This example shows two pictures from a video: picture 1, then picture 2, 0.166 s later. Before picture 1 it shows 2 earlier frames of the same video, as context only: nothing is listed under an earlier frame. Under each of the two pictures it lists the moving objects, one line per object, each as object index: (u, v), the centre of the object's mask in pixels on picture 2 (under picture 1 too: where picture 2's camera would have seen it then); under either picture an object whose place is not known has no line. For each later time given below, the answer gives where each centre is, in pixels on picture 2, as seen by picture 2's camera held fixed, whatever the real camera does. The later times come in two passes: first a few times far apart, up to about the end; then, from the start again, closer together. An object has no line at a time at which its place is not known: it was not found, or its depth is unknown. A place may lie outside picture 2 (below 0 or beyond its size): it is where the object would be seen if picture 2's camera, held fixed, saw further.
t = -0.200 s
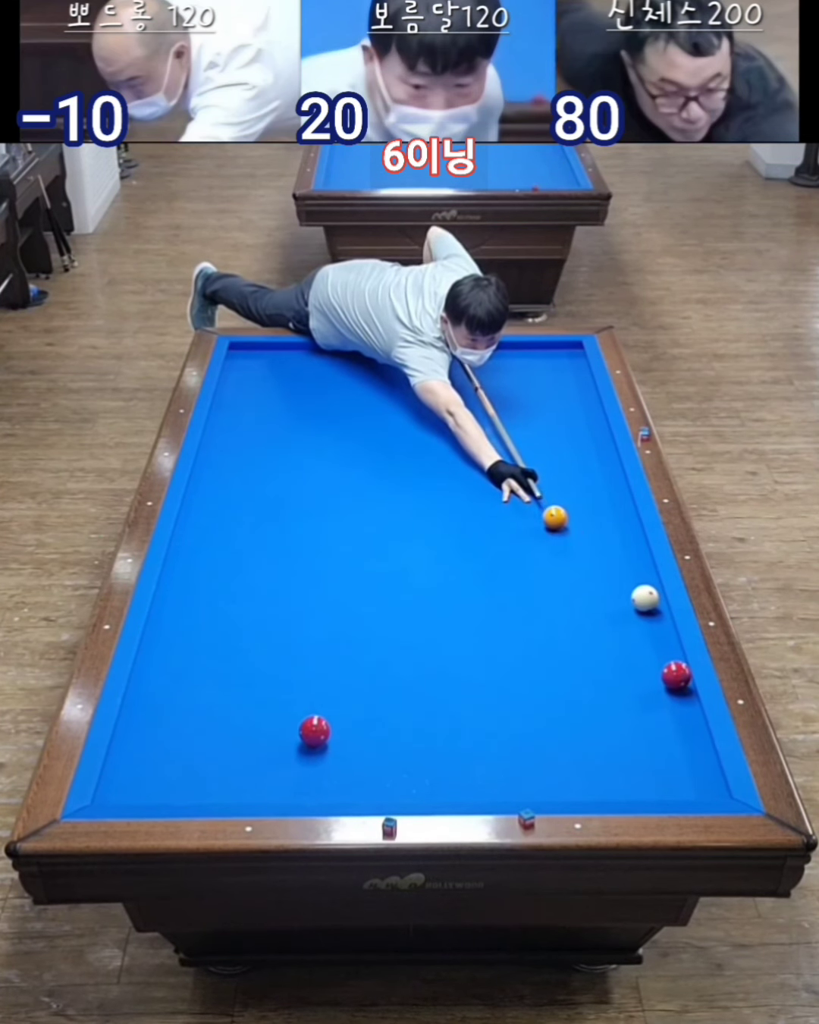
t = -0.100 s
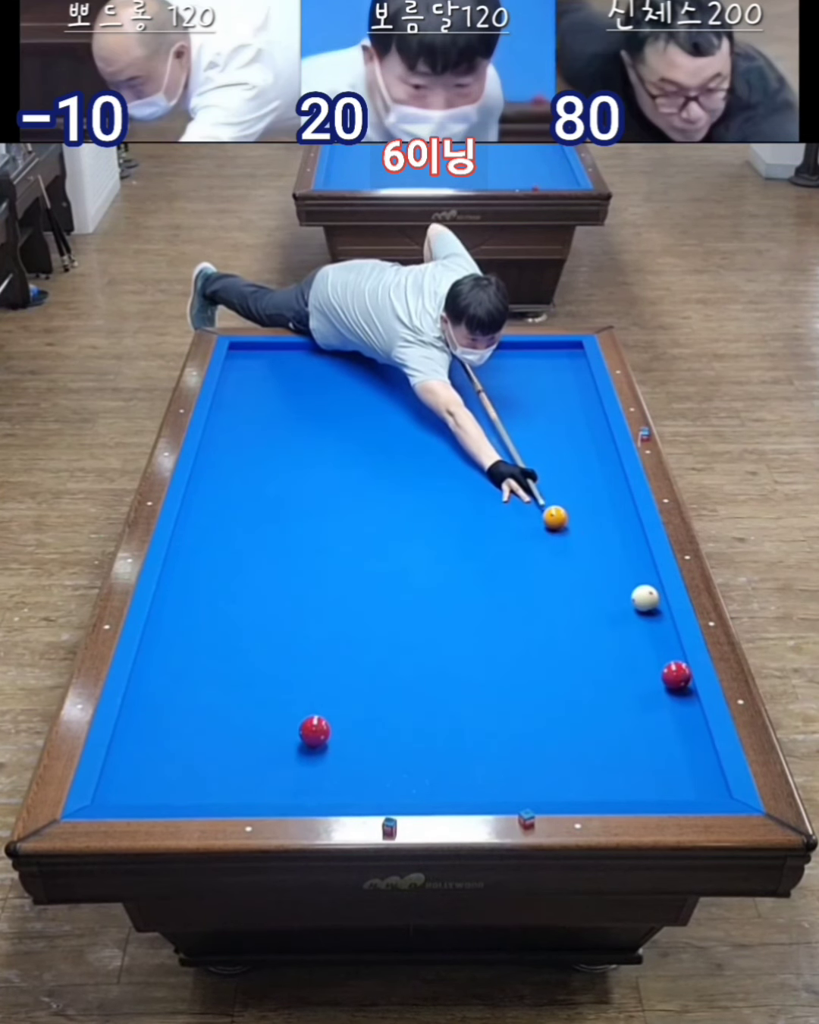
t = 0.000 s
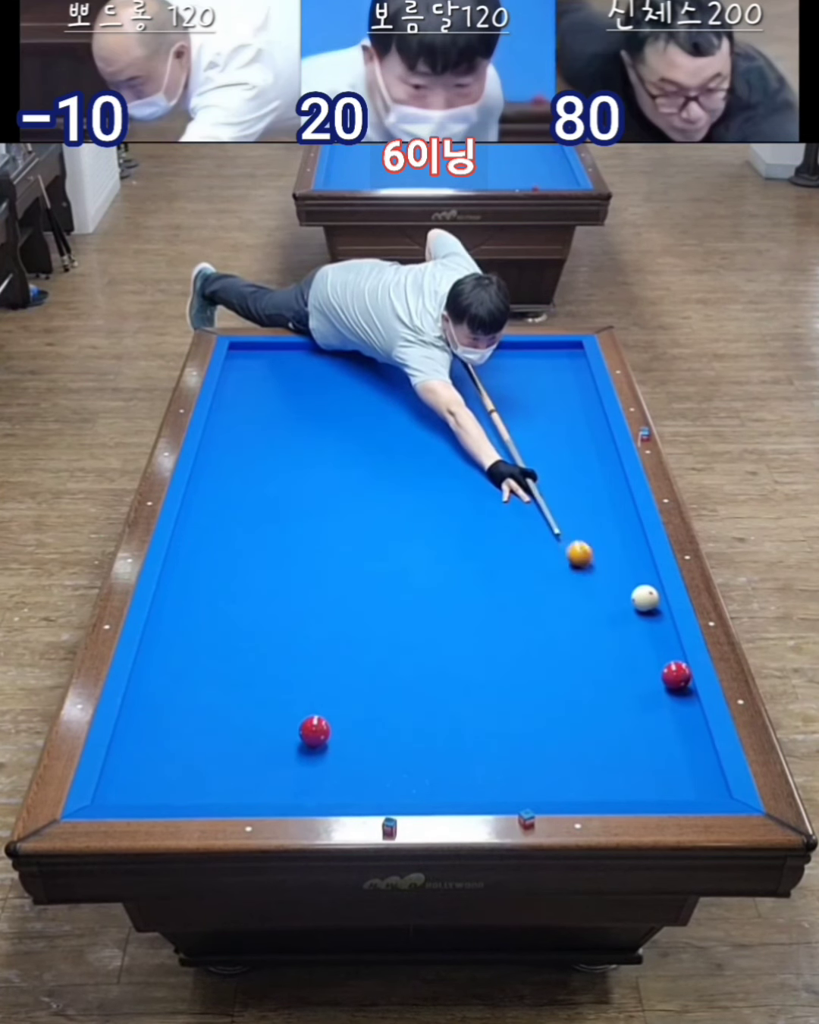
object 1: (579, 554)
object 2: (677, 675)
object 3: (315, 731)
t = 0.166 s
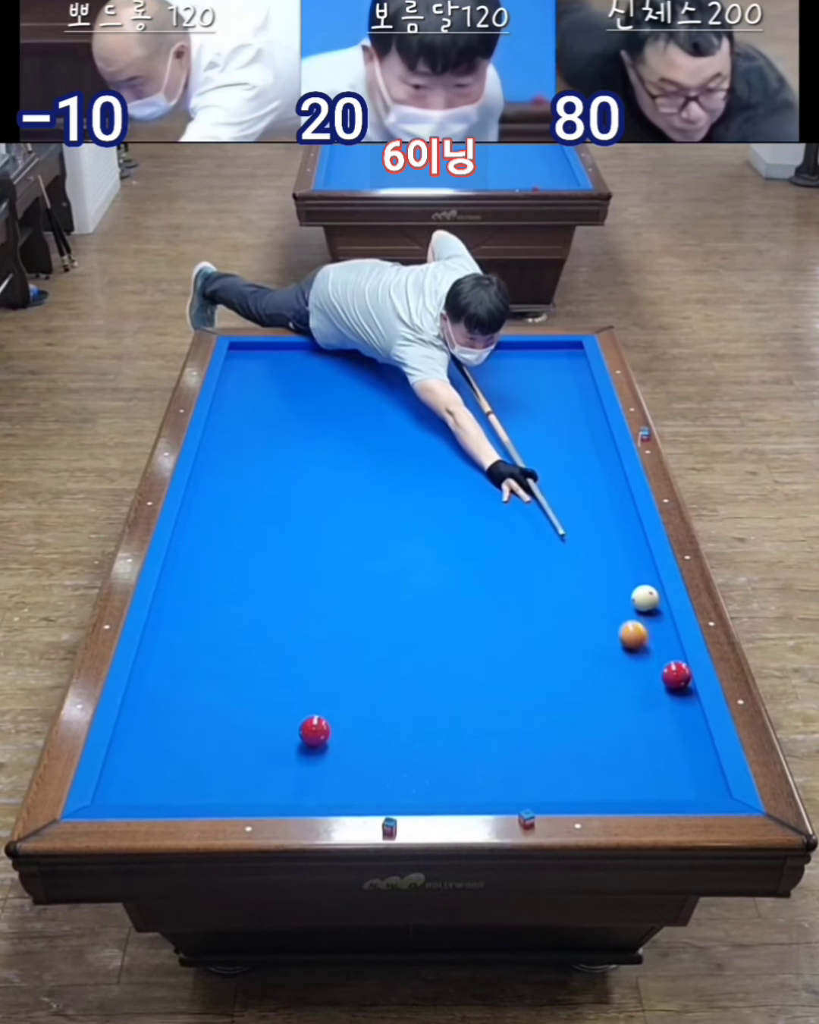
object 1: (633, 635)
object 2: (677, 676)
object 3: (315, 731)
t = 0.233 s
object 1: (649, 666)
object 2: (679, 678)
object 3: (315, 731)
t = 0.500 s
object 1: (568, 714)
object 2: (614, 723)
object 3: (315, 731)
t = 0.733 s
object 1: (496, 757)
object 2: (564, 762)
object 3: (315, 731)
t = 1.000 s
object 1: (404, 785)
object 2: (502, 785)
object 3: (315, 731)
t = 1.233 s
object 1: (318, 764)
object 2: (445, 765)
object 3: (315, 731)
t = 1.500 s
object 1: (227, 740)
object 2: (384, 743)
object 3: (315, 731)
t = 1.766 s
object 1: (140, 718)
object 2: (342, 721)
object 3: (316, 727)
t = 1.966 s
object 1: (175, 695)
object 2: (331, 703)
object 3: (277, 736)
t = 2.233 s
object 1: (226, 667)
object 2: (317, 681)
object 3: (246, 739)
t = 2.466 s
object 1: (267, 644)
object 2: (305, 663)
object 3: (219, 742)
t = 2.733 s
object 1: (310, 620)
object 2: (293, 645)
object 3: (190, 745)
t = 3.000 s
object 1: (351, 598)
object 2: (282, 627)
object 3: (162, 748)
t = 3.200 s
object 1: (379, 582)
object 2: (274, 615)
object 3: (142, 751)
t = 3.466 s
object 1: (415, 563)
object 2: (264, 599)
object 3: (127, 753)
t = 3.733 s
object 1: (448, 545)
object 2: (255, 585)
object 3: (140, 754)
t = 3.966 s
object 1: (475, 529)
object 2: (248, 573)
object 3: (150, 755)
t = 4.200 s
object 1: (500, 515)
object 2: (242, 562)
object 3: (159, 756)
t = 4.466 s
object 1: (527, 500)
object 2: (235, 551)
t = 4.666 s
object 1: (547, 490)
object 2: (230, 542)
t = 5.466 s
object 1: (606, 452)
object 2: (214, 513)
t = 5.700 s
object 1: (594, 446)
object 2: (210, 506)
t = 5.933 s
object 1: (582, 439)
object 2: (206, 499)
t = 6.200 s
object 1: (570, 433)
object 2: (202, 492)
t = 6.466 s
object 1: (558, 426)
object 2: (200, 485)
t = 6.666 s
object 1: (550, 422)
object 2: (203, 481)
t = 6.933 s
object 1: (539, 417)
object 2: (208, 476)
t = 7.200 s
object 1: (530, 412)
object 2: (212, 472)
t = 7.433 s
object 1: (522, 408)
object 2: (216, 469)
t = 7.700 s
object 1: (514, 404)
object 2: (219, 465)
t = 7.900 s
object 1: (508, 401)
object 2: (222, 463)
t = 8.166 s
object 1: (501, 397)
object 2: (224, 461)
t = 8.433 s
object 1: (494, 394)
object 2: (226, 458)
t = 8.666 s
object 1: (489, 392)
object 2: (228, 457)
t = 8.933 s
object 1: (484, 389)
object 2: (230, 456)
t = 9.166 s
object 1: (480, 387)
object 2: (231, 455)
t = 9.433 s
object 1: (476, 385)
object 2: (232, 454)
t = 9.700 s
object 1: (472, 383)
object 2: (233, 454)
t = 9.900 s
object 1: (470, 382)
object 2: (233, 454)
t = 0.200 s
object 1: (644, 652)
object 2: (677, 675)
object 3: (315, 731)
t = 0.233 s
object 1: (649, 666)
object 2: (679, 678)
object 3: (315, 731)
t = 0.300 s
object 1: (629, 679)
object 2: (657, 690)
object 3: (315, 731)
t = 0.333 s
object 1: (618, 685)
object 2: (649, 696)
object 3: (315, 731)
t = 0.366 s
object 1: (607, 691)
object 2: (642, 703)
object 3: (315, 731)
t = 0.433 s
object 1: (588, 702)
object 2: (628, 714)
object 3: (315, 731)
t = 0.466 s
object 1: (578, 709)
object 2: (620, 719)
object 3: (315, 731)
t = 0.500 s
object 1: (568, 714)
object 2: (614, 723)
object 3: (315, 731)
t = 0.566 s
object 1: (548, 726)
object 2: (600, 734)
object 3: (315, 731)
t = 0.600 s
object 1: (538, 732)
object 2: (593, 740)
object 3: (315, 731)
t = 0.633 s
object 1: (528, 738)
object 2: (586, 745)
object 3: (315, 731)
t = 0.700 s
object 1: (507, 750)
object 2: (571, 756)
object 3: (315, 731)
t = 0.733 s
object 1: (496, 757)
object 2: (564, 762)
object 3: (315, 731)
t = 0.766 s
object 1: (486, 763)
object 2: (557, 767)
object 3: (315, 731)
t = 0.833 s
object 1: (464, 776)
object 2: (542, 778)
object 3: (315, 731)
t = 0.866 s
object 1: (453, 782)
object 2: (534, 783)
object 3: (315, 731)
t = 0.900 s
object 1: (441, 787)
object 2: (526, 787)
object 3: (315, 731)
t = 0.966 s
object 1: (417, 788)
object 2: (510, 787)
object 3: (315, 731)
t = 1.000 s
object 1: (404, 785)
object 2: (502, 785)
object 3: (315, 731)
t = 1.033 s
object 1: (392, 782)
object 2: (493, 783)
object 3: (315, 731)
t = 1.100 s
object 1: (367, 776)
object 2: (477, 777)
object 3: (315, 731)
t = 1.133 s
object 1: (355, 773)
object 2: (469, 774)
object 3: (315, 731)
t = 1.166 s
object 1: (343, 770)
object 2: (461, 771)
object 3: (315, 731)
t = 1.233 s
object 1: (318, 764)
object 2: (445, 765)
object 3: (315, 731)
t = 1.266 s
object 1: (307, 761)
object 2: (437, 762)
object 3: (315, 731)
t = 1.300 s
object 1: (295, 758)
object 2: (429, 760)
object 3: (315, 731)
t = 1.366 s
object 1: (272, 752)
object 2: (414, 754)
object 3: (315, 731)
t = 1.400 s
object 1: (260, 749)
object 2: (406, 751)
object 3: (315, 731)
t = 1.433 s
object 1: (249, 746)
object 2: (399, 748)
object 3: (315, 731)
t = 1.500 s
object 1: (227, 740)
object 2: (384, 743)
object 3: (315, 731)
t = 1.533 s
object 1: (215, 737)
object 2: (377, 741)
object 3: (315, 731)
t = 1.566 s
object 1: (205, 734)
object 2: (370, 738)
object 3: (315, 731)
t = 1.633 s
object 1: (183, 729)
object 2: (355, 733)
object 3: (320, 731)
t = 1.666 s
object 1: (172, 726)
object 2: (348, 730)
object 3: (315, 731)
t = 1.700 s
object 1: (161, 723)
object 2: (346, 727)
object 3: (311, 732)
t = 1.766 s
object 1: (140, 718)
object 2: (342, 721)
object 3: (316, 727)
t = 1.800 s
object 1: (136, 714)
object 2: (340, 717)
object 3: (297, 733)
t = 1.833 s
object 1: (146, 710)
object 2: (338, 715)
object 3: (293, 734)
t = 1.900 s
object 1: (162, 702)
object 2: (334, 708)
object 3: (285, 735)
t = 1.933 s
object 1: (169, 699)
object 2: (332, 705)
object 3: (281, 735)
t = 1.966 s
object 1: (175, 695)
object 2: (331, 703)
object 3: (277, 736)
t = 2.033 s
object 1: (188, 688)
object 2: (327, 697)
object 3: (269, 736)
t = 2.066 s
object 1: (195, 684)
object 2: (325, 694)
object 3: (265, 737)
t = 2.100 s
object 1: (201, 681)
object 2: (323, 692)
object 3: (261, 738)
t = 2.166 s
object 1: (214, 674)
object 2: (320, 686)
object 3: (253, 738)
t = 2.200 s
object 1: (220, 671)
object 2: (318, 683)
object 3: (249, 739)
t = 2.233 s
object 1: (226, 667)
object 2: (317, 681)
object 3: (246, 739)
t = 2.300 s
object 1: (238, 660)
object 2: (313, 676)
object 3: (238, 740)
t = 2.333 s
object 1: (244, 657)
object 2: (312, 673)
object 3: (234, 740)
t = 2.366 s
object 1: (250, 654)
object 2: (310, 670)
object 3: (230, 741)
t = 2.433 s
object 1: (261, 647)
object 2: (307, 665)
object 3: (223, 742)
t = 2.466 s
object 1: (267, 644)
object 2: (305, 663)
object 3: (219, 742)
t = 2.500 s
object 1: (273, 641)
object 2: (304, 661)
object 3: (215, 742)
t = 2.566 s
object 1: (283, 634)
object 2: (301, 655)
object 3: (208, 743)
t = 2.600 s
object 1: (288, 629)
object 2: (299, 653)
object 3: (205, 744)
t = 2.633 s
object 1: (294, 626)
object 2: (297, 651)
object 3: (201, 744)
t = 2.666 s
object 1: (300, 624)
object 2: (296, 649)
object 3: (197, 744)
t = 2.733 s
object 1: (310, 620)
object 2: (293, 645)
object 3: (190, 745)
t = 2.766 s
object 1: (316, 617)
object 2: (292, 642)
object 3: (186, 746)
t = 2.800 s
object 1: (321, 614)
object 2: (290, 640)
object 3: (183, 746)
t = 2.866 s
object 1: (331, 608)
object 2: (287, 635)
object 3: (175, 747)
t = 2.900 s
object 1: (336, 606)
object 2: (286, 633)
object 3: (172, 748)
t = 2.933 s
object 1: (341, 603)
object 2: (284, 631)
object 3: (169, 748)
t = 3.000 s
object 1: (351, 598)
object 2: (282, 627)
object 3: (162, 748)
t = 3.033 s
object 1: (356, 595)
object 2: (281, 625)
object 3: (159, 749)
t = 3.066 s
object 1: (360, 592)
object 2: (279, 623)
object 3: (155, 749)
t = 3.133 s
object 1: (370, 588)
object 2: (277, 618)
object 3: (149, 750)
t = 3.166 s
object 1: (374, 585)
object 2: (275, 617)
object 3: (145, 750)
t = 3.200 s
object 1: (379, 582)
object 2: (274, 615)
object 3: (142, 751)
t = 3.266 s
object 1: (388, 577)
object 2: (271, 610)
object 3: (136, 751)
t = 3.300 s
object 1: (393, 574)
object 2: (270, 608)
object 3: (132, 752)
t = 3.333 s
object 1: (397, 572)
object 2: (269, 607)
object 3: (129, 752)
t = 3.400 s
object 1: (406, 567)
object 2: (267, 603)
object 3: (123, 753)
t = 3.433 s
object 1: (410, 565)
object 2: (266, 601)
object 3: (125, 753)
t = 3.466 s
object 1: (415, 563)
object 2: (264, 599)
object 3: (127, 753)
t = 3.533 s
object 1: (423, 558)
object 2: (262, 595)
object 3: (130, 753)
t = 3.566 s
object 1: (427, 556)
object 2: (261, 594)
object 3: (132, 753)
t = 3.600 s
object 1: (432, 553)
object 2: (260, 592)
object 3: (134, 753)
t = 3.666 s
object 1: (440, 549)
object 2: (258, 588)
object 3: (137, 754)
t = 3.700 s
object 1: (444, 547)
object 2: (257, 587)
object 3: (138, 754)
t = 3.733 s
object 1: (448, 545)
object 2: (255, 585)
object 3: (140, 754)
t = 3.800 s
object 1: (456, 540)
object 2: (253, 582)
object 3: (143, 755)
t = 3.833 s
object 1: (460, 538)
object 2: (252, 580)
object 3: (144, 755)
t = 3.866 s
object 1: (464, 536)
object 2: (251, 578)
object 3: (146, 755)
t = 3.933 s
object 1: (471, 531)
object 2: (249, 575)
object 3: (148, 755)
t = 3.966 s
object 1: (475, 529)
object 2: (248, 573)
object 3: (150, 755)
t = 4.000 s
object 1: (479, 527)
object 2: (247, 571)
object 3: (151, 755)
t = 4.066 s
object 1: (486, 523)
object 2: (246, 569)
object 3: (154, 756)
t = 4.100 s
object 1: (490, 521)
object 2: (245, 567)
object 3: (155, 756)
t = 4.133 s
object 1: (493, 519)
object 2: (244, 565)
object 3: (156, 756)
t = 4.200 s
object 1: (500, 515)
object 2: (242, 562)
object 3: (159, 756)
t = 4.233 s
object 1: (504, 513)
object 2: (241, 561)
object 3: (160, 756)
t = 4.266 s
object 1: (507, 511)
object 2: (240, 559)
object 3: (161, 756)
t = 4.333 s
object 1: (514, 508)
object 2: (238, 556)
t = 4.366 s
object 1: (518, 506)
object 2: (237, 555)
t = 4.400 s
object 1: (521, 504)
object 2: (237, 553)
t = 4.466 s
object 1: (527, 500)
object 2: (235, 551)
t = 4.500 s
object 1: (531, 498)
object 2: (234, 549)
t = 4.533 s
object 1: (534, 497)
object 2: (233, 548)
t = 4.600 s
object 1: (540, 493)
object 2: (231, 545)
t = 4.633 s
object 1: (544, 491)
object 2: (231, 544)
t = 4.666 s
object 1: (547, 490)
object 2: (230, 542)
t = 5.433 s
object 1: (608, 453)
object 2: (214, 514)
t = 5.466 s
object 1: (606, 452)
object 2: (214, 513)
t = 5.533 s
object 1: (603, 450)
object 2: (212, 511)
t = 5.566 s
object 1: (601, 449)
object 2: (212, 510)
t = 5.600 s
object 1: (599, 448)
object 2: (211, 509)
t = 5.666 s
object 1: (596, 447)
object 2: (210, 507)
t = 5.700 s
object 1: (594, 446)
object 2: (210, 506)
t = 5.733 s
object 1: (592, 445)
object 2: (209, 505)
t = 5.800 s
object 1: (589, 443)
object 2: (208, 503)
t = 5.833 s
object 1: (588, 442)
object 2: (207, 502)
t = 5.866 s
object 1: (586, 441)
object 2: (207, 501)
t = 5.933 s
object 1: (582, 439)
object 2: (206, 499)
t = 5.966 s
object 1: (580, 439)
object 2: (205, 498)
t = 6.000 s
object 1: (579, 438)
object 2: (205, 497)
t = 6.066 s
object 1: (575, 436)
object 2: (204, 495)
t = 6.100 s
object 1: (574, 435)
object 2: (204, 494)
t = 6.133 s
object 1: (573, 434)
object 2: (203, 493)
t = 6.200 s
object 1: (570, 433)
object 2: (202, 492)
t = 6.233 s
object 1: (568, 432)
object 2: (202, 491)
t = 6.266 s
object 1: (566, 431)
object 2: (201, 490)
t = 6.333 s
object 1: (564, 430)
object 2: (200, 488)
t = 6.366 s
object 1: (562, 429)
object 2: (200, 487)
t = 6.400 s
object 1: (560, 428)
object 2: (199, 486)
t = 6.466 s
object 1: (558, 426)
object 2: (200, 485)
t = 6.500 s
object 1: (557, 426)
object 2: (200, 484)
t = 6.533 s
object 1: (555, 425)
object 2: (201, 484)
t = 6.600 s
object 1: (552, 423)
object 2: (202, 482)
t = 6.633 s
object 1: (551, 423)
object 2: (203, 482)
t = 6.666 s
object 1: (550, 422)
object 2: (203, 481)
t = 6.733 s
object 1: (547, 421)
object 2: (204, 480)
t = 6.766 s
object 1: (545, 420)
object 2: (205, 479)
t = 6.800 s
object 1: (544, 419)
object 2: (206, 479)
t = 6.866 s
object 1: (542, 418)
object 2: (207, 478)
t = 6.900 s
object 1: (540, 418)
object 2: (207, 477)
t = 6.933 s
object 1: (539, 417)
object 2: (208, 476)
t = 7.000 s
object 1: (537, 416)
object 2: (209, 475)
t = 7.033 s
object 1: (535, 415)
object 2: (209, 475)
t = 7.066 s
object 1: (534, 414)
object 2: (210, 474)
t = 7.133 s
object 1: (532, 413)
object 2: (211, 473)
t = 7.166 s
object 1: (531, 413)
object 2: (211, 473)
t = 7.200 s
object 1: (530, 412)
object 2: (212, 472)
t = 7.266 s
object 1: (527, 411)
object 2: (213, 471)
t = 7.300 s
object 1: (526, 410)
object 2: (213, 471)
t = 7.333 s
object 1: (525, 410)
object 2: (214, 470)
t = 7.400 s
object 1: (523, 409)
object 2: (215, 469)
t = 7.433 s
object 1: (522, 408)
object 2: (216, 469)
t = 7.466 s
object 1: (521, 407)
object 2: (216, 468)
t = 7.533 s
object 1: (519, 406)
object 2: (217, 468)
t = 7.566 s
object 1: (518, 406)
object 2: (217, 467)
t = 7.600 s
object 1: (517, 405)
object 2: (218, 467)
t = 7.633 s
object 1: (516, 405)
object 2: (218, 466)
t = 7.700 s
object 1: (514, 404)
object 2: (219, 465)
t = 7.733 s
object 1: (513, 403)
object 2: (219, 465)
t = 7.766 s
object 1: (512, 403)
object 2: (220, 465)
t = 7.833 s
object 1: (510, 402)
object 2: (221, 464)
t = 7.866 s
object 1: (509, 401)
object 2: (221, 464)
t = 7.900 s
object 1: (508, 401)
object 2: (222, 463)
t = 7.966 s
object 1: (506, 400)
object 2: (222, 463)
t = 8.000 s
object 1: (506, 399)
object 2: (223, 462)
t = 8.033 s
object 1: (504, 399)
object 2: (223, 462)
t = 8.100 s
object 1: (503, 398)
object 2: (224, 461)
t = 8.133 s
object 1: (502, 398)
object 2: (224, 461)
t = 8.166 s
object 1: (501, 397)
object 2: (224, 461)
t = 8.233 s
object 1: (499, 397)
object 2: (225, 460)
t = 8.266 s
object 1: (498, 396)
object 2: (225, 460)
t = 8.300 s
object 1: (498, 396)
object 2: (226, 460)
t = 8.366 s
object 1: (496, 395)
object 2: (226, 459)
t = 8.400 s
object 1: (495, 394)
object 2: (226, 459)
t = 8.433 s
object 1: (494, 394)
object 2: (226, 458)
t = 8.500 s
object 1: (493, 393)
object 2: (227, 458)
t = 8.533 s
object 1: (492, 393)
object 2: (227, 458)
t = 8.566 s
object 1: (491, 393)
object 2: (227, 458)
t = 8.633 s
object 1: (490, 392)
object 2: (228, 457)
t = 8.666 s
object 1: (489, 392)
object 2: (228, 457)
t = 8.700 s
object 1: (488, 391)
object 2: (228, 457)
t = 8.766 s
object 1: (487, 390)
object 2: (229, 456)
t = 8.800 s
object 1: (487, 390)
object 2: (229, 456)
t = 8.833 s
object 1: (486, 390)
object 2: (229, 456)
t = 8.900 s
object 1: (485, 389)
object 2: (230, 456)
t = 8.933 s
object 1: (484, 389)
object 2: (230, 456)
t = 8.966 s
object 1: (483, 389)
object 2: (230, 455)
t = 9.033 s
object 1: (482, 388)
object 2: (230, 455)
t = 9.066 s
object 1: (482, 388)
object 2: (231, 455)
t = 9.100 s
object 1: (481, 387)
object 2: (231, 455)
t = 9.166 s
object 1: (480, 387)
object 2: (231, 455)
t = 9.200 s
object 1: (479, 386)
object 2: (231, 455)
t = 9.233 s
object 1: (479, 386)
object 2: (231, 455)
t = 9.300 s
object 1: (478, 386)
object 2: (232, 454)
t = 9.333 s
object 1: (477, 386)
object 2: (232, 454)
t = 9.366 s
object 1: (477, 385)
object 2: (232, 454)
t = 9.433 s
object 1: (476, 385)
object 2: (232, 454)
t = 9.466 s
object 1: (475, 384)
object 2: (232, 454)
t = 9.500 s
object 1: (475, 384)
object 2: (232, 454)
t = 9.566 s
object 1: (474, 384)
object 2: (232, 454)
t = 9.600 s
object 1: (474, 384)
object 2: (233, 454)
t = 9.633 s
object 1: (473, 383)
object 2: (233, 454)
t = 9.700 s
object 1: (472, 383)
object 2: (233, 454)
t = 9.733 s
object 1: (472, 383)
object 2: (233, 454)
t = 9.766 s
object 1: (472, 382)
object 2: (233, 454)
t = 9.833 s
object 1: (471, 382)
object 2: (233, 454)
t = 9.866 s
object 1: (471, 382)
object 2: (233, 454)
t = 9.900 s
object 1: (470, 382)
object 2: (233, 454)
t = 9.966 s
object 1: (470, 381)
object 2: (233, 454)
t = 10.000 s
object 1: (469, 381)
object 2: (233, 454)
